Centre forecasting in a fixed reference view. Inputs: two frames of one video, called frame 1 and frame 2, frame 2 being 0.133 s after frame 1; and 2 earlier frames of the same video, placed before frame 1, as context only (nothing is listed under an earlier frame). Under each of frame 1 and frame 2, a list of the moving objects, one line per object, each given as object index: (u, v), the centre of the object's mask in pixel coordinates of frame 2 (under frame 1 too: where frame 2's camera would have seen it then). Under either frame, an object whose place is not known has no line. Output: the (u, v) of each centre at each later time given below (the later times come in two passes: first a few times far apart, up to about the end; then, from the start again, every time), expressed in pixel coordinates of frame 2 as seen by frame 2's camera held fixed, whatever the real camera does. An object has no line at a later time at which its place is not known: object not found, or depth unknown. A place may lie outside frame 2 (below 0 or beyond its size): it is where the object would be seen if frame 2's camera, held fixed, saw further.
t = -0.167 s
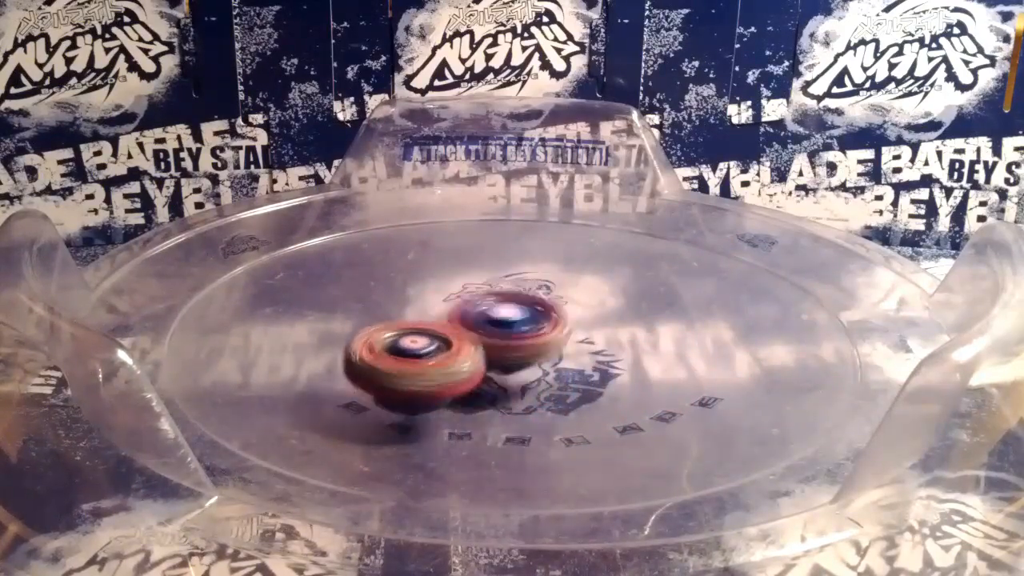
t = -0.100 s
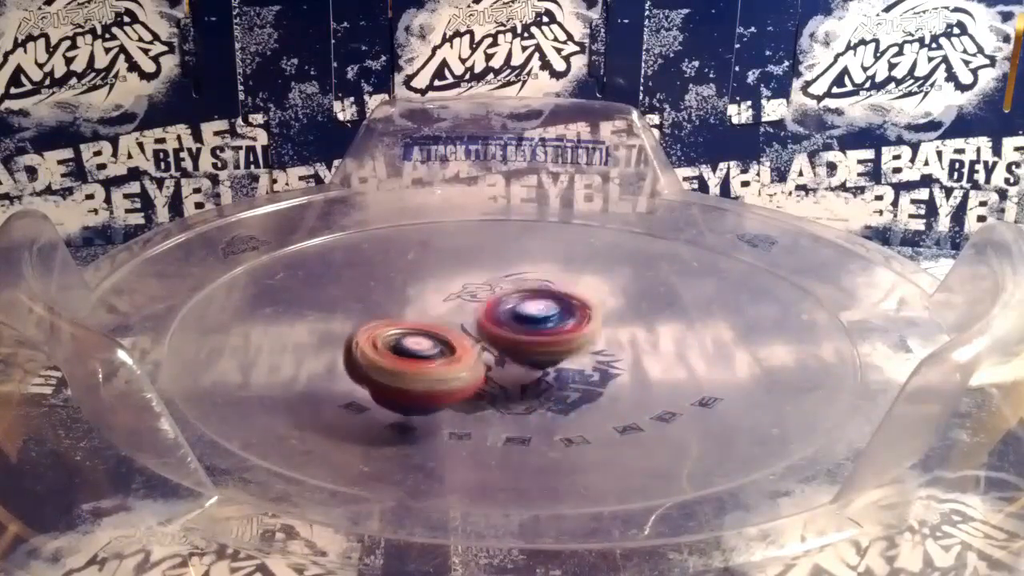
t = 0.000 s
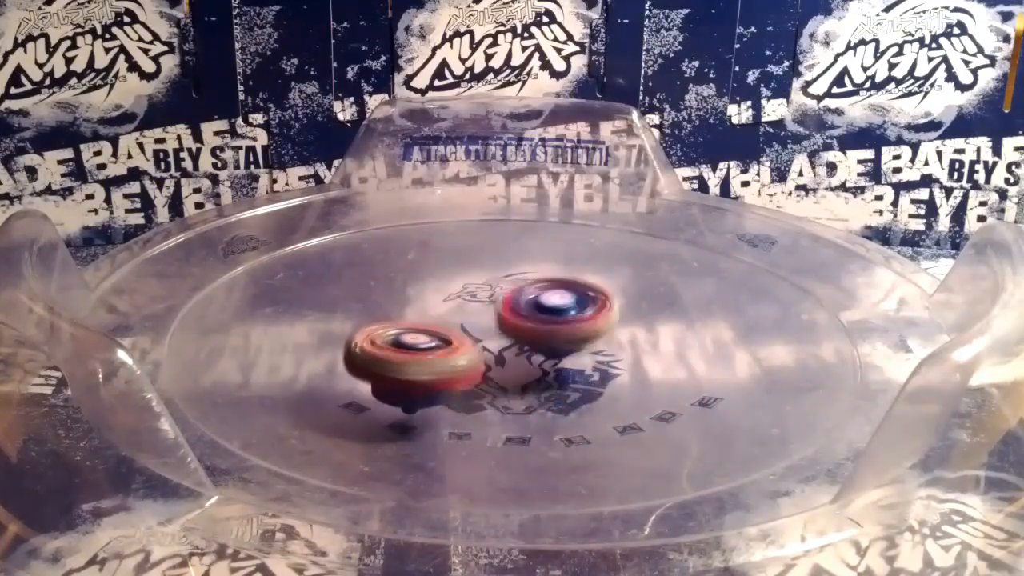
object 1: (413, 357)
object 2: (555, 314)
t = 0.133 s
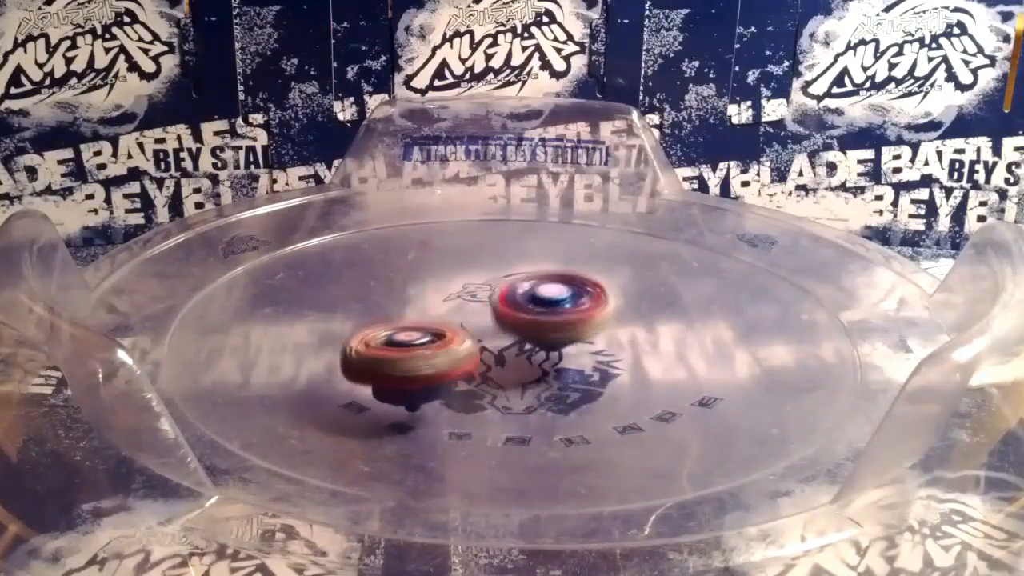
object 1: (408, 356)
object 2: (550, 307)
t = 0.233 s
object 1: (406, 354)
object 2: (537, 308)
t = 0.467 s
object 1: (394, 356)
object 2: (527, 333)
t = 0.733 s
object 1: (396, 343)
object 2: (563, 326)
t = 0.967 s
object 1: (394, 341)
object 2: (526, 330)
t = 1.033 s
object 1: (375, 344)
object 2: (524, 331)
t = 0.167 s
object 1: (408, 355)
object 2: (546, 307)
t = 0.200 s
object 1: (406, 355)
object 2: (542, 307)
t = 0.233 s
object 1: (406, 354)
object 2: (537, 308)
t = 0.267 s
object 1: (405, 355)
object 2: (531, 310)
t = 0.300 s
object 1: (405, 357)
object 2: (525, 313)
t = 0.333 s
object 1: (405, 356)
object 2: (521, 316)
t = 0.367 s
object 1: (404, 355)
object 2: (516, 320)
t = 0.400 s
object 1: (404, 354)
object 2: (515, 325)
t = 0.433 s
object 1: (402, 354)
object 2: (517, 331)
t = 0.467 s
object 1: (394, 356)
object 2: (527, 333)
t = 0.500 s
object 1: (395, 356)
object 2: (539, 334)
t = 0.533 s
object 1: (397, 354)
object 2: (548, 333)
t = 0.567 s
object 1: (397, 352)
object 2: (554, 332)
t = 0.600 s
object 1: (396, 351)
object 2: (560, 331)
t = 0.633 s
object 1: (396, 350)
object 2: (562, 330)
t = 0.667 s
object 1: (397, 349)
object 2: (564, 328)
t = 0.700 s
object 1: (396, 345)
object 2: (566, 328)
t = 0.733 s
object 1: (396, 343)
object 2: (563, 326)
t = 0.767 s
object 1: (396, 343)
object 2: (561, 325)
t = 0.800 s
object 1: (395, 342)
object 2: (558, 325)
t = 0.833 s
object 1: (395, 342)
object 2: (552, 325)
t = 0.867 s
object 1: (394, 342)
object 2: (546, 325)
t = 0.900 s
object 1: (395, 341)
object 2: (538, 327)
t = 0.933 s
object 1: (394, 342)
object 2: (532, 328)
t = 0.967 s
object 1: (394, 341)
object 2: (526, 330)
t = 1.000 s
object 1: (393, 341)
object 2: (520, 331)
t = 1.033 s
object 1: (375, 344)
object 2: (524, 331)
